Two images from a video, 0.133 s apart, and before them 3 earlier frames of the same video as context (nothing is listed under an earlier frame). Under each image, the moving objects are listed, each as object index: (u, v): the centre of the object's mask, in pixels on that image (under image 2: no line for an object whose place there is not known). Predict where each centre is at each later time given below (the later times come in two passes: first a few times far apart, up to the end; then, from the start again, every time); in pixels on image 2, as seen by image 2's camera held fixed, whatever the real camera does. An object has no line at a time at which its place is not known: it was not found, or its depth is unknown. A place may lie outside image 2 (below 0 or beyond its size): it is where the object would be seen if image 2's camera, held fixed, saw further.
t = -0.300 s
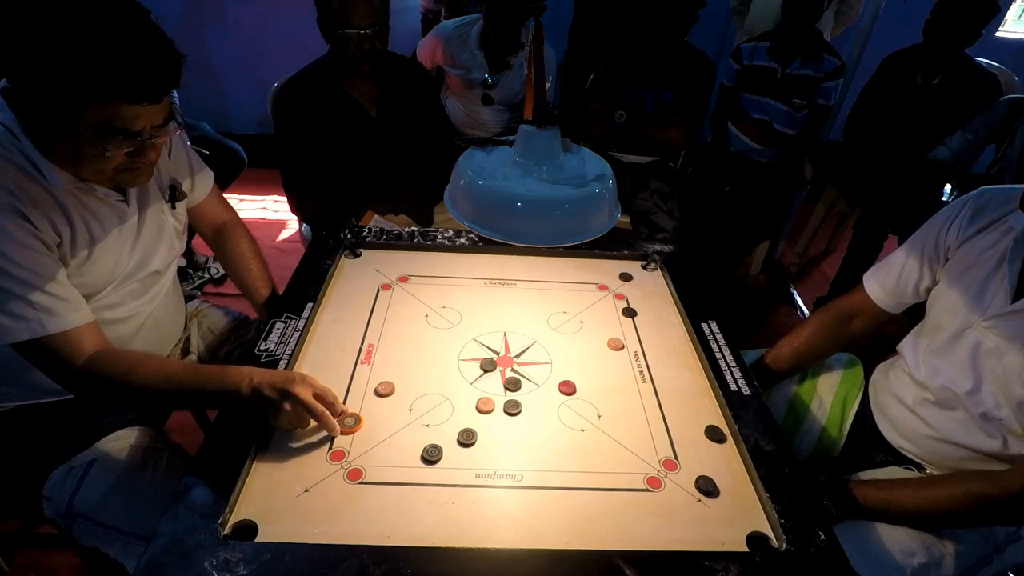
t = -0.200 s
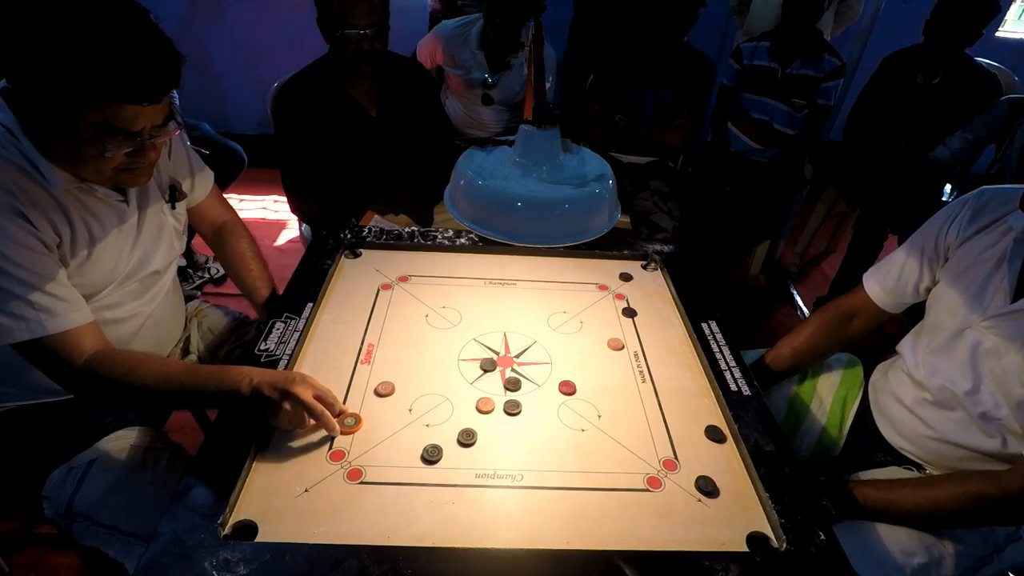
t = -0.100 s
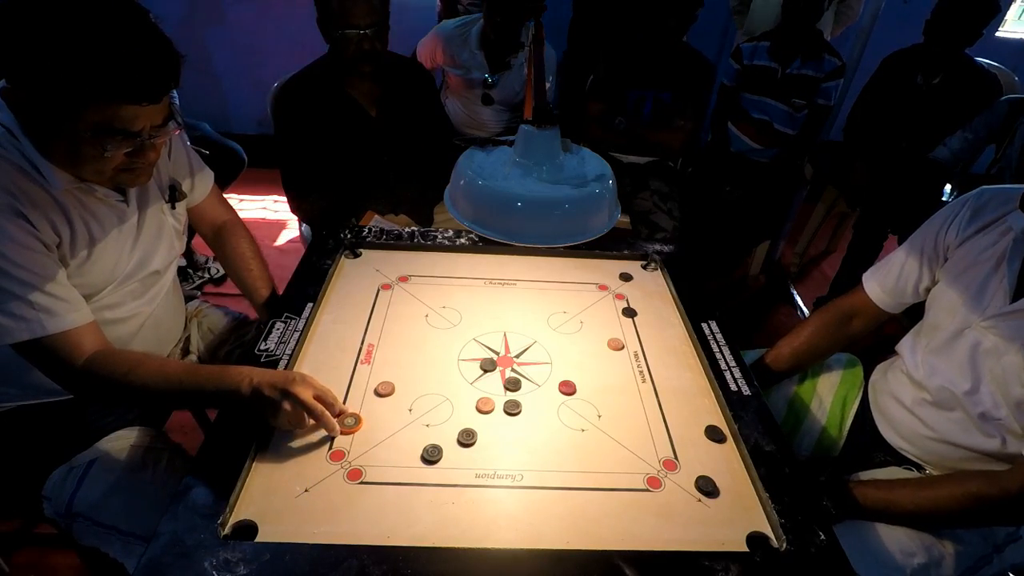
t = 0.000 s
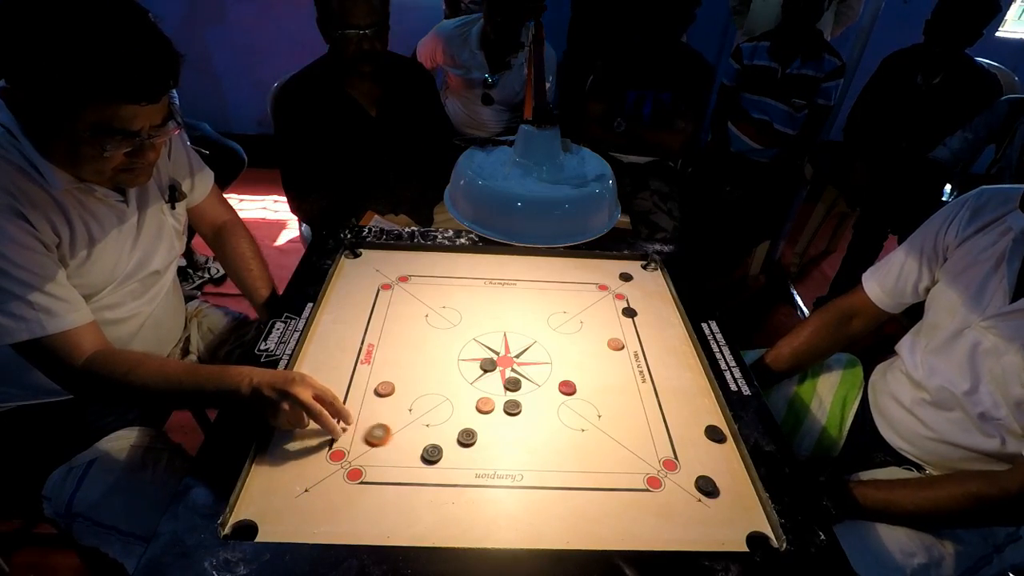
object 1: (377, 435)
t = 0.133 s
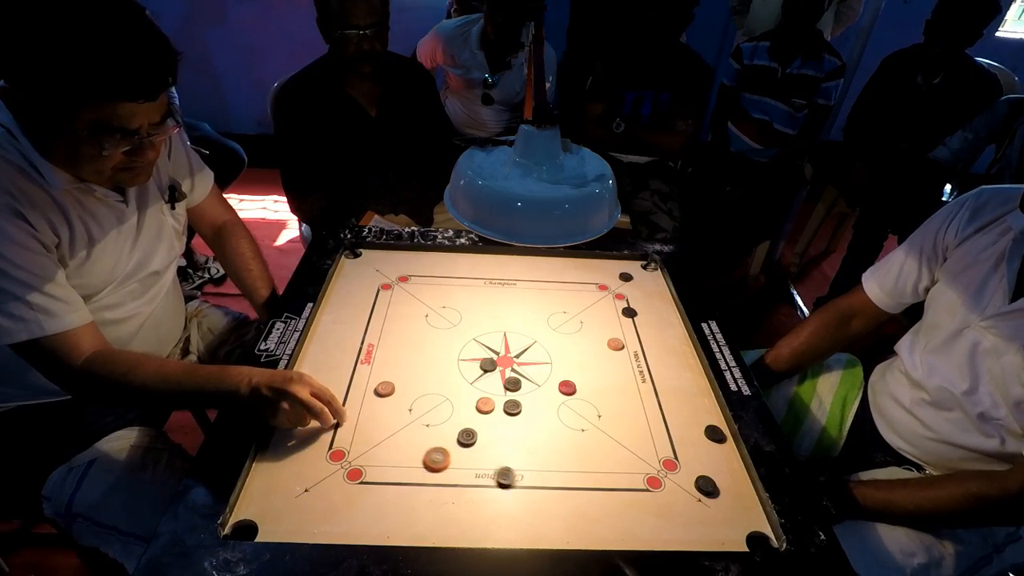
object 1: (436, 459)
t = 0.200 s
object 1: (455, 468)
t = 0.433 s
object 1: (504, 490)
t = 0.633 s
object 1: (520, 496)
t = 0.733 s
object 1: (521, 496)
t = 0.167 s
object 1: (446, 464)
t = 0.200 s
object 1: (455, 468)
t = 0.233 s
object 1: (464, 472)
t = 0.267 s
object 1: (472, 475)
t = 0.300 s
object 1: (480, 478)
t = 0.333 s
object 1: (487, 482)
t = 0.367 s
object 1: (493, 484)
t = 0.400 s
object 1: (498, 487)
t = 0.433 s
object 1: (504, 490)
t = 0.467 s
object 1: (508, 491)
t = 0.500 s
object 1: (512, 493)
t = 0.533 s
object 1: (515, 494)
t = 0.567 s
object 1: (517, 495)
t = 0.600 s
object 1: (519, 496)
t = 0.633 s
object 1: (520, 496)
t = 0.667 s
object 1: (520, 496)
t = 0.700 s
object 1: (520, 496)
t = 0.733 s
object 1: (521, 496)
